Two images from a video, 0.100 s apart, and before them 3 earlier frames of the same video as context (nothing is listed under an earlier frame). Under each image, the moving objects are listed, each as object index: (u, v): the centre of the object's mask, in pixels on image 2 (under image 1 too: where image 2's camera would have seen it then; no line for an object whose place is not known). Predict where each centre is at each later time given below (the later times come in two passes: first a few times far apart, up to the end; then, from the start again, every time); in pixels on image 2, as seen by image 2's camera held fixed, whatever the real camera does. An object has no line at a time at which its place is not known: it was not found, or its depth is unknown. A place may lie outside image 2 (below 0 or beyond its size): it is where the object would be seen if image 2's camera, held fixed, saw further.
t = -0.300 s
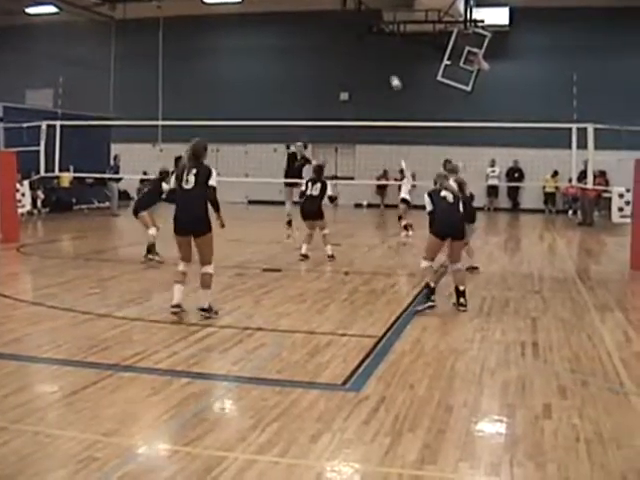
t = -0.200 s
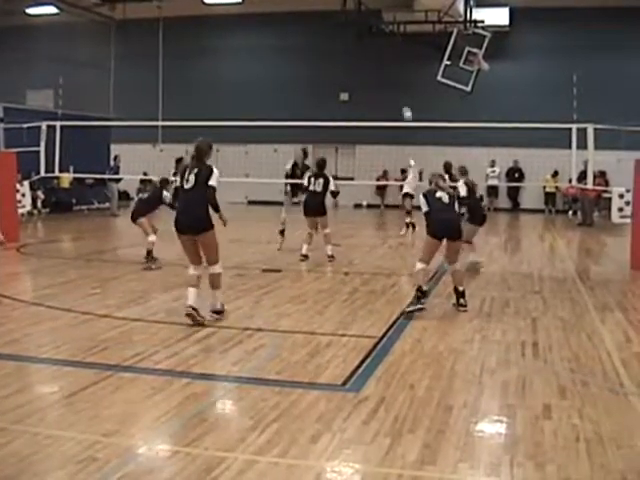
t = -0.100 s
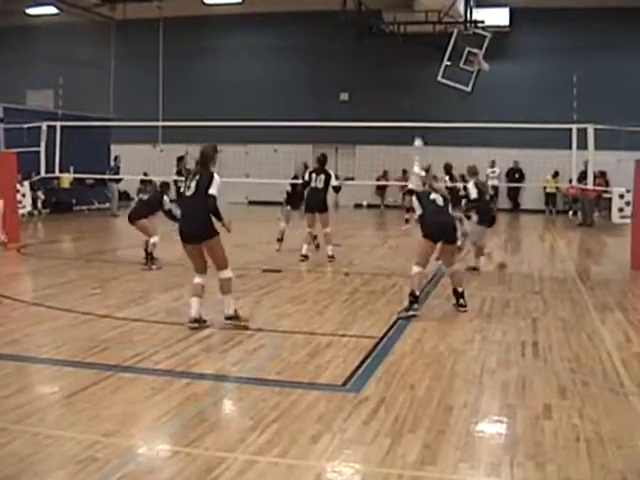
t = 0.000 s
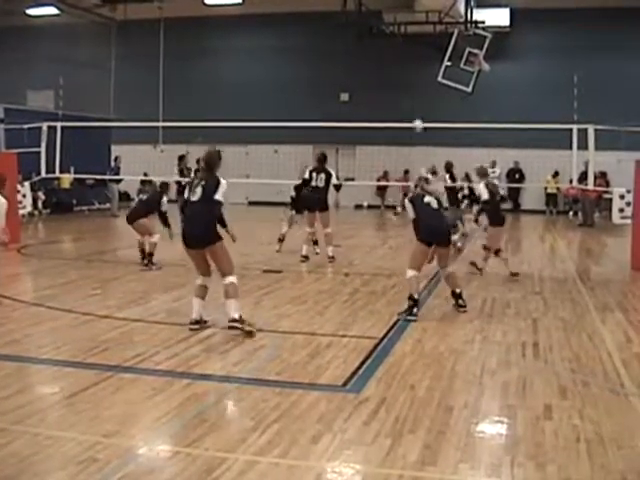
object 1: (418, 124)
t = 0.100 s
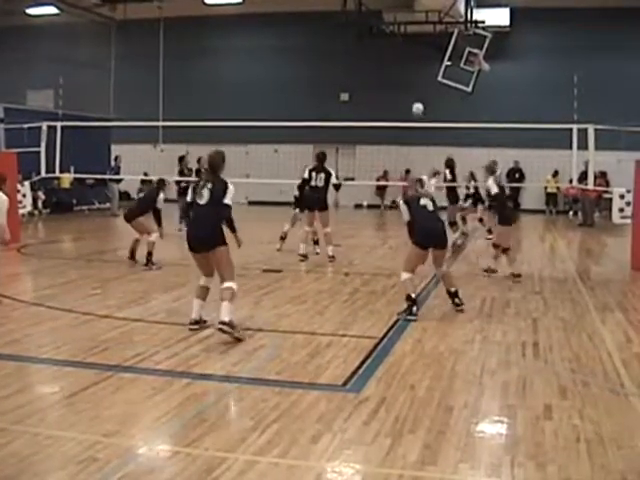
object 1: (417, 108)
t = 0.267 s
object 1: (416, 93)
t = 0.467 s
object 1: (416, 96)
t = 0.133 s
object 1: (417, 104)
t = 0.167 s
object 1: (417, 100)
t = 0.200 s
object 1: (417, 97)
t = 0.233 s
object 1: (417, 95)
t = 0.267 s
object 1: (416, 93)
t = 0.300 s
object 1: (416, 91)
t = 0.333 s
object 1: (416, 91)
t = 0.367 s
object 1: (416, 91)
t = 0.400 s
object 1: (416, 91)
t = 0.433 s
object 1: (416, 93)
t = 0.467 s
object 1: (416, 96)
